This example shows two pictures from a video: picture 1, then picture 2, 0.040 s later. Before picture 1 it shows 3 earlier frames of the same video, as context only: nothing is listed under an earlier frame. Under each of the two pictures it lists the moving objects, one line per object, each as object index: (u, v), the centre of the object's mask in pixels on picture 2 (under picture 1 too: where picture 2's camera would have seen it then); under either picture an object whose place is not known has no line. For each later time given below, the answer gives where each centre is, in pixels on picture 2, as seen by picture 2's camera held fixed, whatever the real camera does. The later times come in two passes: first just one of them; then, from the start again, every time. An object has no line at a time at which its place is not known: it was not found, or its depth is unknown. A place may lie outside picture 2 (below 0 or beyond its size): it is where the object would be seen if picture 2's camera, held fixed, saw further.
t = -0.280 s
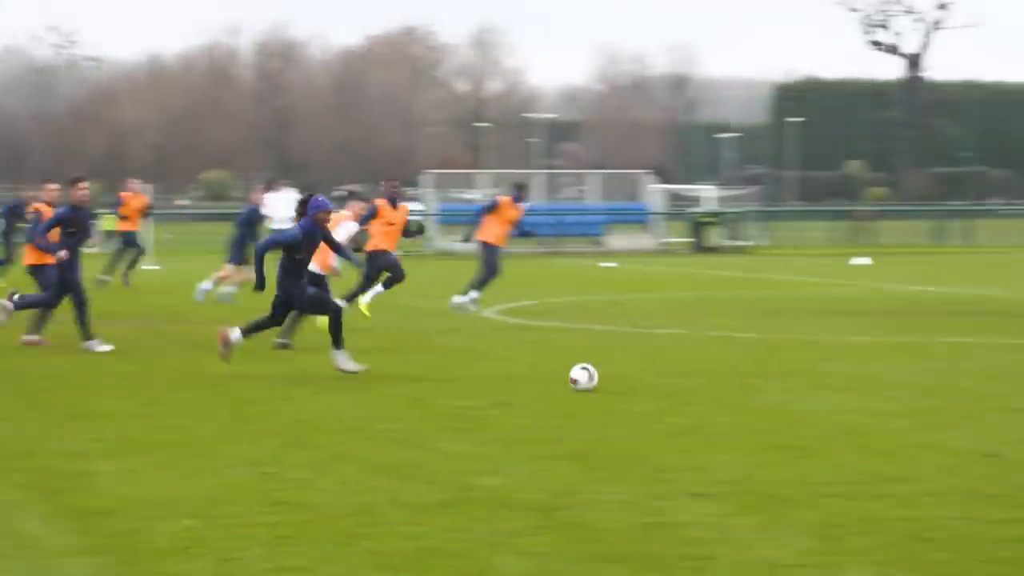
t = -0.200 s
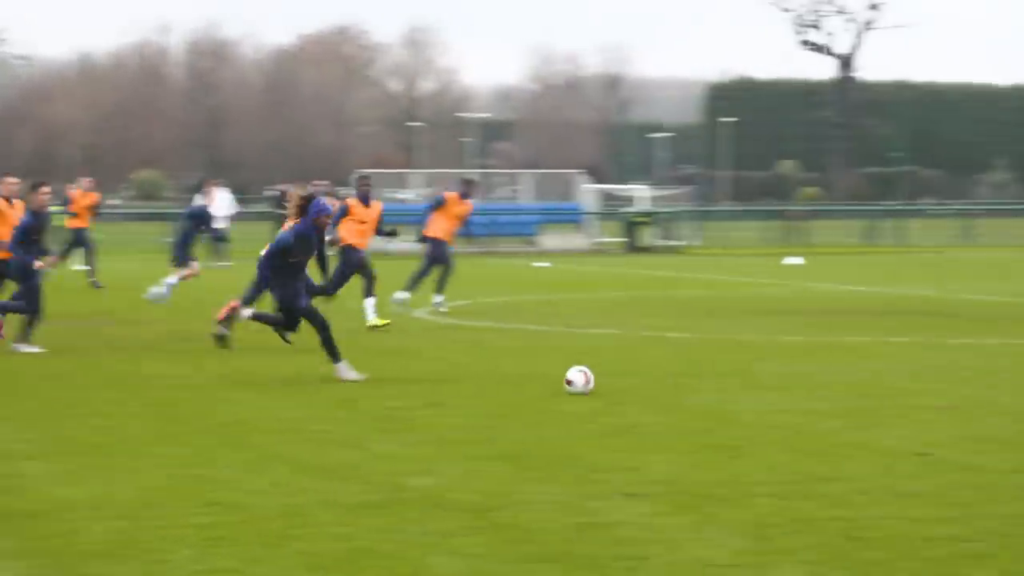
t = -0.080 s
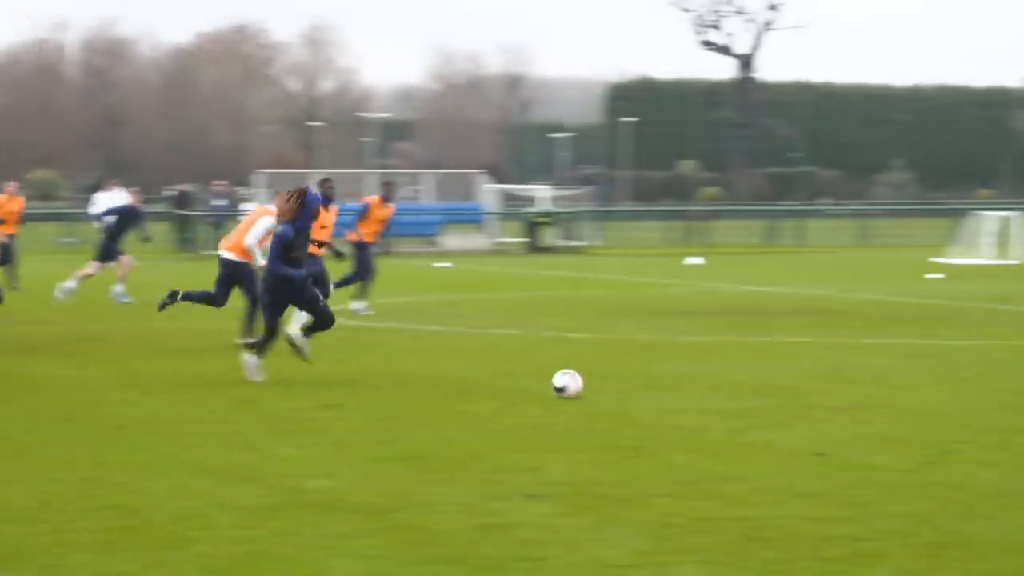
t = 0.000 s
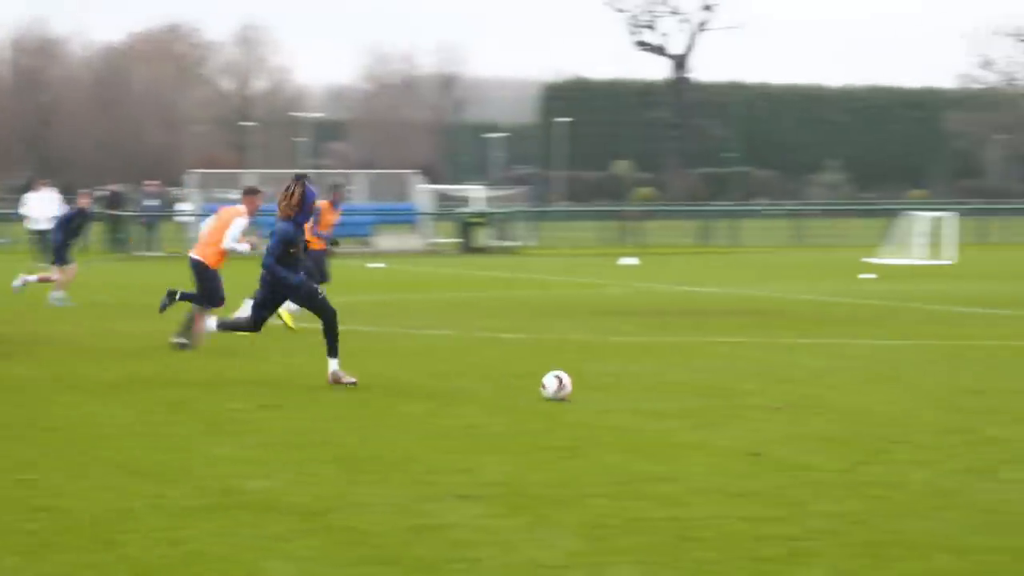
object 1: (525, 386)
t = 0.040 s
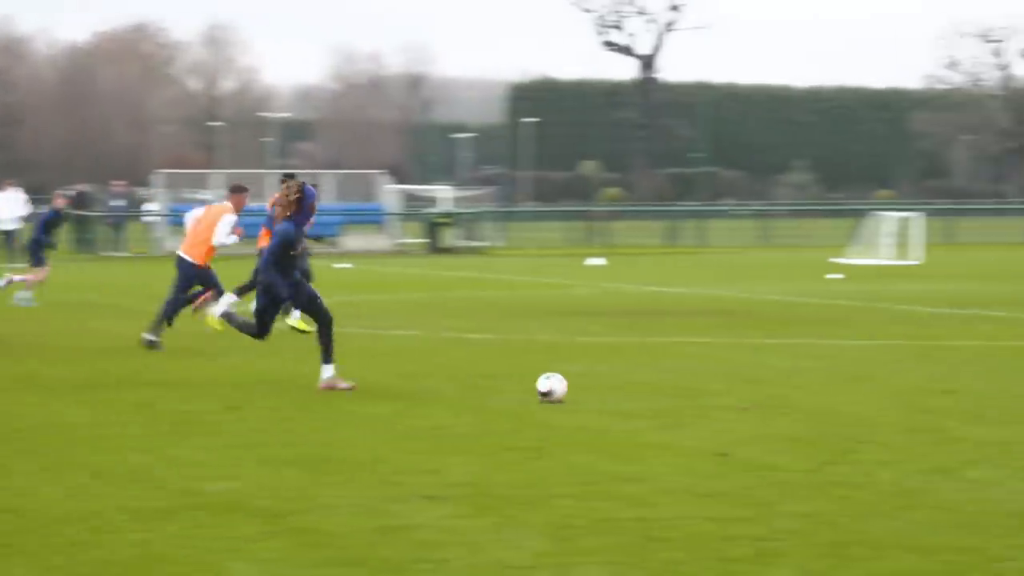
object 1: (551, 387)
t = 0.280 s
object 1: (710, 394)
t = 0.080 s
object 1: (577, 388)
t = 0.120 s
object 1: (604, 390)
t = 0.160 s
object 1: (630, 391)
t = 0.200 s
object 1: (657, 391)
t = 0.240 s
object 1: (684, 392)
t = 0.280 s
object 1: (710, 394)
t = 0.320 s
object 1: (736, 394)
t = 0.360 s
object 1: (762, 394)
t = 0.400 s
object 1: (789, 396)
